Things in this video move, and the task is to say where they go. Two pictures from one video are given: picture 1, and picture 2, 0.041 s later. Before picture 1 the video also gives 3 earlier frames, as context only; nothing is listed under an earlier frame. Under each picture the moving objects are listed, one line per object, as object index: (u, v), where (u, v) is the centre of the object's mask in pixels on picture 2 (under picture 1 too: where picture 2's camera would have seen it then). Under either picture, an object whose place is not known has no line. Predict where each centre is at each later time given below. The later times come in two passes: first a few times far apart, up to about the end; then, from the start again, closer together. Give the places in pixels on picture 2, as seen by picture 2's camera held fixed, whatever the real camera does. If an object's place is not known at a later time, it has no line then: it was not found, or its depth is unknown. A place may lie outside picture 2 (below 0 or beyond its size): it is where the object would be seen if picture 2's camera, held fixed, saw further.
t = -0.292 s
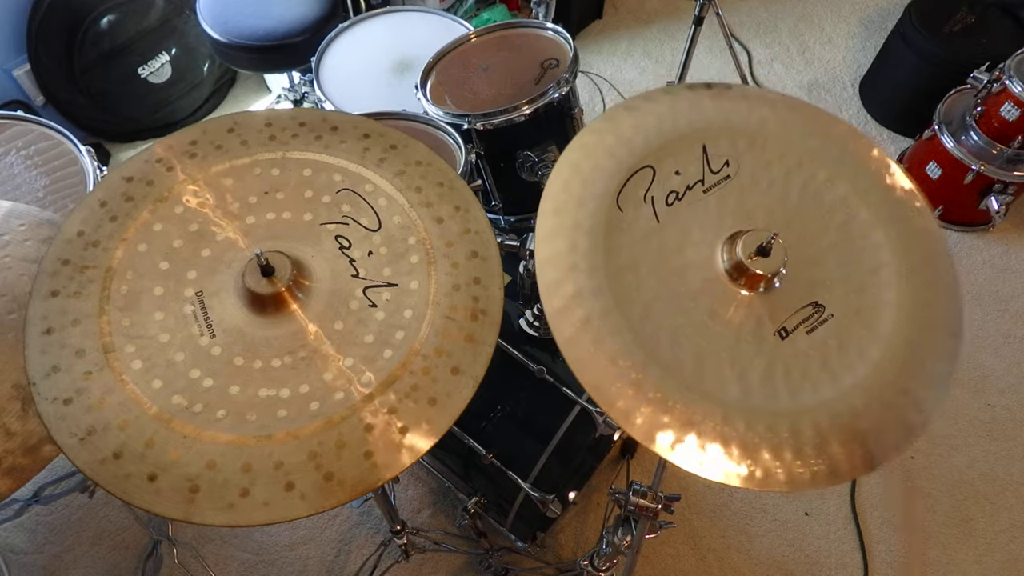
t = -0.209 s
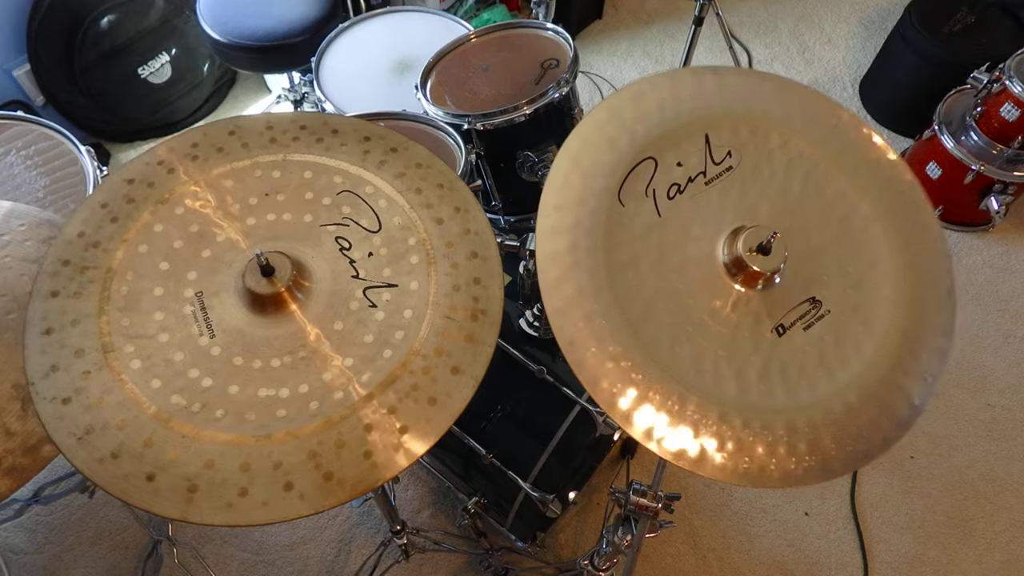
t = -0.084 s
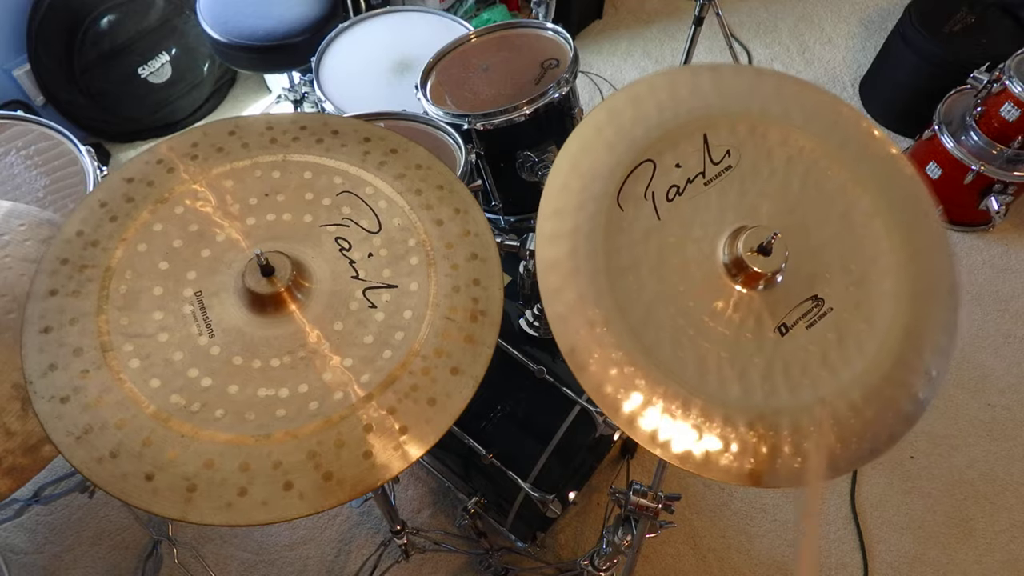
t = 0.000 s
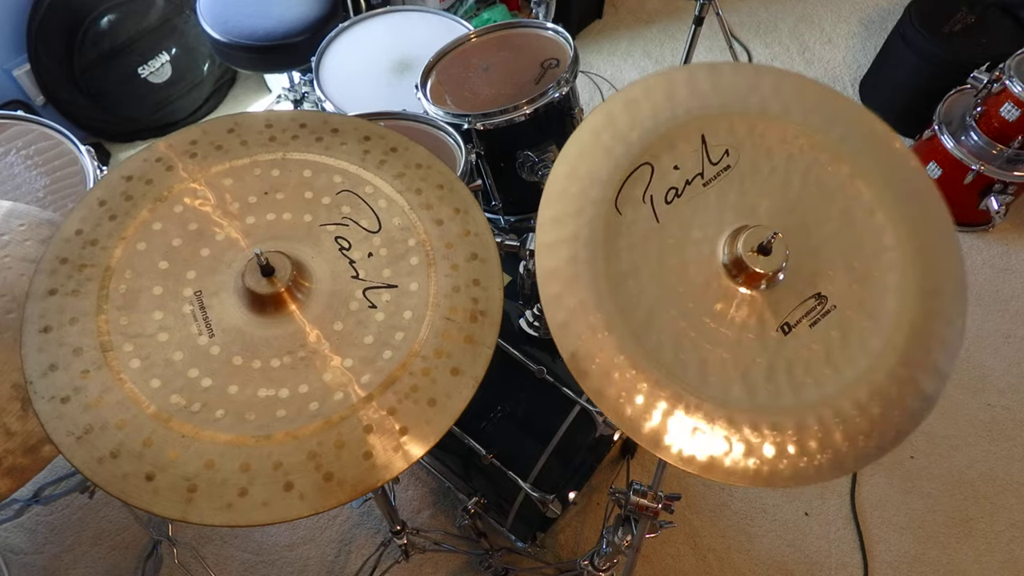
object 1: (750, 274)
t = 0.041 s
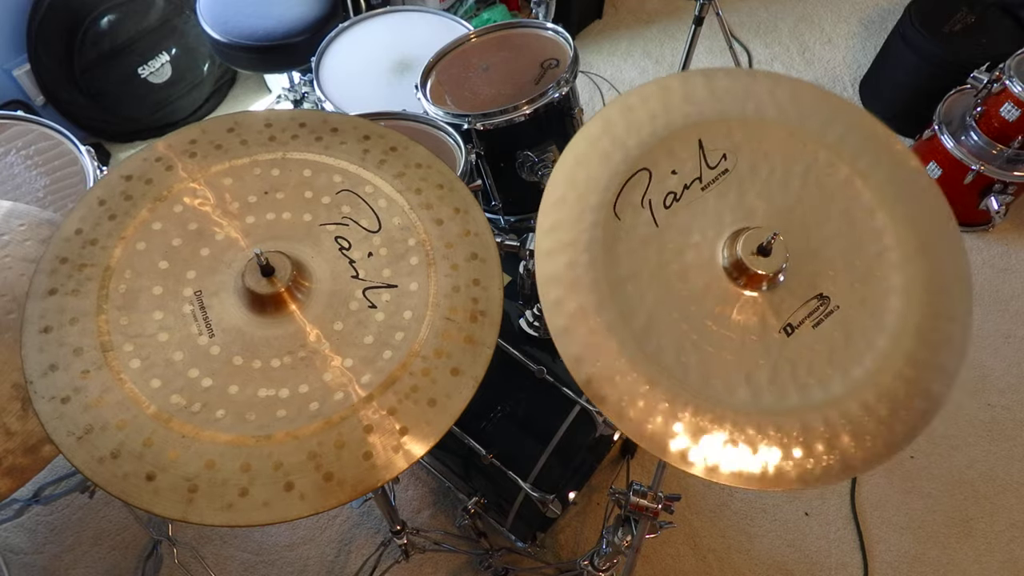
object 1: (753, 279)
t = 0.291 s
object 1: (733, 278)
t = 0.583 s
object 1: (772, 304)
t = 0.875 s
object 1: (763, 291)
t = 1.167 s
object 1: (747, 295)
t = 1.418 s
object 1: (772, 297)
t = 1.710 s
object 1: (750, 293)
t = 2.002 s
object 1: (762, 298)
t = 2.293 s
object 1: (757, 294)
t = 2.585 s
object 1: (758, 297)
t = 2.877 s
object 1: (758, 295)
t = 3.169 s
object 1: (758, 296)
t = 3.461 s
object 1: (758, 296)
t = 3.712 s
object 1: (758, 296)
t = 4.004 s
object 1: (758, 295)
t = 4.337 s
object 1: (758, 296)
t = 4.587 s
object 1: (758, 296)
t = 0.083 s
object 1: (756, 284)
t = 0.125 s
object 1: (753, 284)
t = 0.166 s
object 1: (745, 278)
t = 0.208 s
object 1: (738, 276)
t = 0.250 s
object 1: (735, 276)
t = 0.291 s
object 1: (733, 278)
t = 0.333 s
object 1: (733, 282)
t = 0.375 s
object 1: (737, 286)
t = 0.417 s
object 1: (741, 291)
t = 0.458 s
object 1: (747, 297)
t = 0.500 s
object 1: (755, 301)
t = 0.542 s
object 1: (765, 303)
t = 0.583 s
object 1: (772, 304)
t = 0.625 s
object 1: (779, 303)
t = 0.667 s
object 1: (782, 302)
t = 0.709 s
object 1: (783, 300)
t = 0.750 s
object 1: (781, 298)
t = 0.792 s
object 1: (776, 296)
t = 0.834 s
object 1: (770, 294)
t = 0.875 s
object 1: (763, 291)
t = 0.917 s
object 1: (756, 289)
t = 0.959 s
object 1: (748, 287)
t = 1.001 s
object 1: (744, 287)
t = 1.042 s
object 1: (741, 288)
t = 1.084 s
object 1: (741, 290)
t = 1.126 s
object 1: (744, 292)
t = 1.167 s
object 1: (747, 295)
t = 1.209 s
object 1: (751, 298)
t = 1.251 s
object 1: (758, 300)
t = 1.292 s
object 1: (763, 300)
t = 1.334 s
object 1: (767, 300)
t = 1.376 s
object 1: (771, 299)
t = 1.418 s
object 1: (772, 297)
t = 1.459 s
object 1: (772, 296)
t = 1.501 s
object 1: (770, 294)
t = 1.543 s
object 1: (767, 293)
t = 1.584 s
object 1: (762, 292)
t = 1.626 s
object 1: (757, 292)
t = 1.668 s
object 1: (753, 292)
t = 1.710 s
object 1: (750, 293)
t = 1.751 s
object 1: (748, 293)
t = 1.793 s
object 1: (748, 295)
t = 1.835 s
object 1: (750, 296)
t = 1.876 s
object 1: (752, 297)
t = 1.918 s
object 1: (756, 298)
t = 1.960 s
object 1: (759, 298)
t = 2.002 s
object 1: (762, 298)
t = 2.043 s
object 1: (764, 297)
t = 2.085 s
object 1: (765, 296)
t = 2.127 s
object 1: (765, 295)
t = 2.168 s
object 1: (764, 294)
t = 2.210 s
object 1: (762, 294)
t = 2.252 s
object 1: (760, 294)
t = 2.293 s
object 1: (757, 294)
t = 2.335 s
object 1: (755, 294)
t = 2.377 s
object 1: (754, 295)
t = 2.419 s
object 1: (754, 296)
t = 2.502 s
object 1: (755, 297)
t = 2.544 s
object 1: (757, 297)
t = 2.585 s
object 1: (758, 297)
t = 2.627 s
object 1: (759, 296)
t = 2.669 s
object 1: (760, 296)
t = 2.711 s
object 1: (761, 295)
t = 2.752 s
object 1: (761, 295)
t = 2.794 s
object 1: (760, 295)
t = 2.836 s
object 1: (759, 295)
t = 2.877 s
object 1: (758, 295)
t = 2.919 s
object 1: (757, 296)
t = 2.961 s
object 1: (757, 296)
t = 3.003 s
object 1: (756, 296)
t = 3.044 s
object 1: (756, 296)
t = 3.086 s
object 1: (757, 296)
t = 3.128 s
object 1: (757, 296)
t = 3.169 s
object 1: (758, 296)
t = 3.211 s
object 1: (758, 295)
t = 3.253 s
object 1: (758, 295)
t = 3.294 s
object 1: (758, 295)
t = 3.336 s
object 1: (758, 296)
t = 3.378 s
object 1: (758, 296)
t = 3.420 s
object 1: (758, 296)
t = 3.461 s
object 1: (758, 296)
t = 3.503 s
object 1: (757, 296)
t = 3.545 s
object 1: (757, 296)
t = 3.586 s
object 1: (757, 296)
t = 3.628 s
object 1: (757, 295)
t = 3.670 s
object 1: (758, 295)
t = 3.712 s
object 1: (758, 296)
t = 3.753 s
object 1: (758, 296)
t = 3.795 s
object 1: (758, 296)
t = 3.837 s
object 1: (758, 296)
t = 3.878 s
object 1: (758, 296)
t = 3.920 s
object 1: (758, 296)
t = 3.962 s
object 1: (758, 296)
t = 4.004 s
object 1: (758, 295)
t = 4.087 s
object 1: (758, 296)
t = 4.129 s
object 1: (758, 296)
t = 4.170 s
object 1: (758, 296)
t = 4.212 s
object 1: (758, 296)
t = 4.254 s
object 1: (758, 296)
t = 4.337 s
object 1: (758, 296)
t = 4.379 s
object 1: (757, 295)
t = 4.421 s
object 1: (757, 296)
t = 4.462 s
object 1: (758, 296)
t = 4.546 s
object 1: (758, 296)
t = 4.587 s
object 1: (758, 296)
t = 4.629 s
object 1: (758, 296)
